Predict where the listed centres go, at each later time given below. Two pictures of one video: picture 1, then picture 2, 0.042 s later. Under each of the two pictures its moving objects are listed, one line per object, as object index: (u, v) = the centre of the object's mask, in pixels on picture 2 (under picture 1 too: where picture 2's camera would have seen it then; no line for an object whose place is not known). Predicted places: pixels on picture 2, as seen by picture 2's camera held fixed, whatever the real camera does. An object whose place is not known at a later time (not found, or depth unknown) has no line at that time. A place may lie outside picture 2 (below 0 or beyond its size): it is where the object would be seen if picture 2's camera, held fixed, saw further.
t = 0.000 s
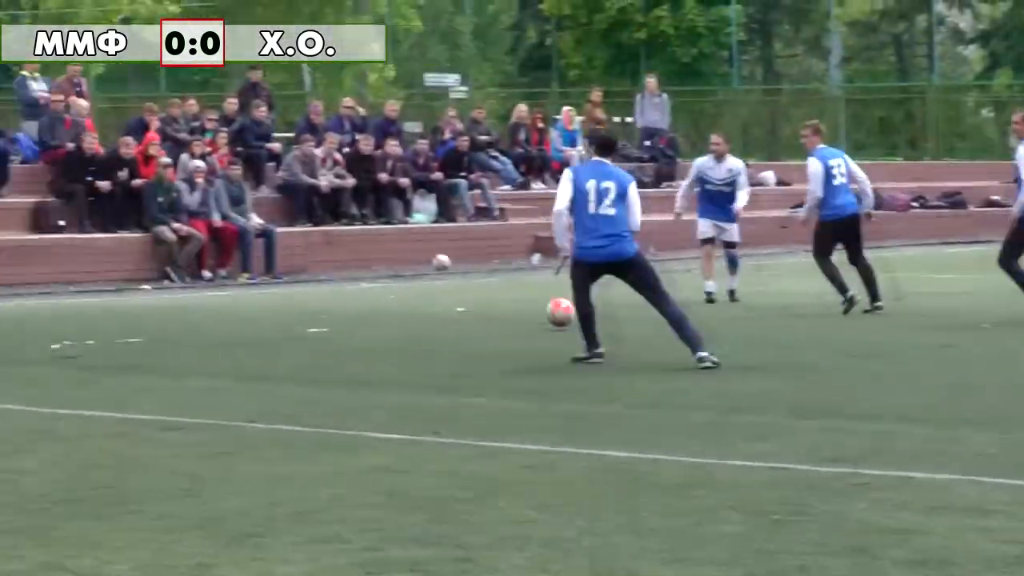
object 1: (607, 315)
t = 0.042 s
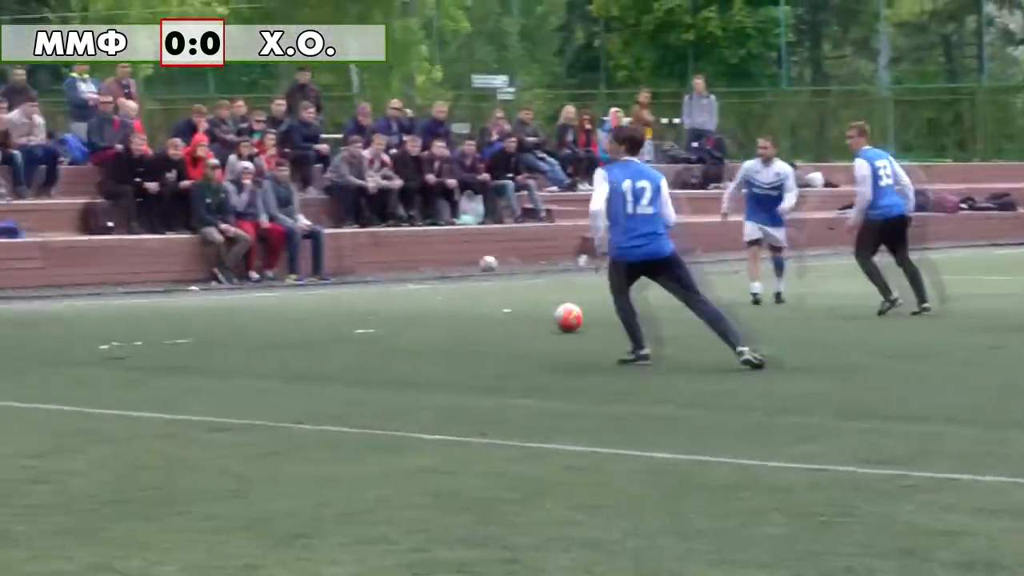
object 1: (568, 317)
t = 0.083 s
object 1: (525, 313)
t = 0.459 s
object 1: (151, 323)
